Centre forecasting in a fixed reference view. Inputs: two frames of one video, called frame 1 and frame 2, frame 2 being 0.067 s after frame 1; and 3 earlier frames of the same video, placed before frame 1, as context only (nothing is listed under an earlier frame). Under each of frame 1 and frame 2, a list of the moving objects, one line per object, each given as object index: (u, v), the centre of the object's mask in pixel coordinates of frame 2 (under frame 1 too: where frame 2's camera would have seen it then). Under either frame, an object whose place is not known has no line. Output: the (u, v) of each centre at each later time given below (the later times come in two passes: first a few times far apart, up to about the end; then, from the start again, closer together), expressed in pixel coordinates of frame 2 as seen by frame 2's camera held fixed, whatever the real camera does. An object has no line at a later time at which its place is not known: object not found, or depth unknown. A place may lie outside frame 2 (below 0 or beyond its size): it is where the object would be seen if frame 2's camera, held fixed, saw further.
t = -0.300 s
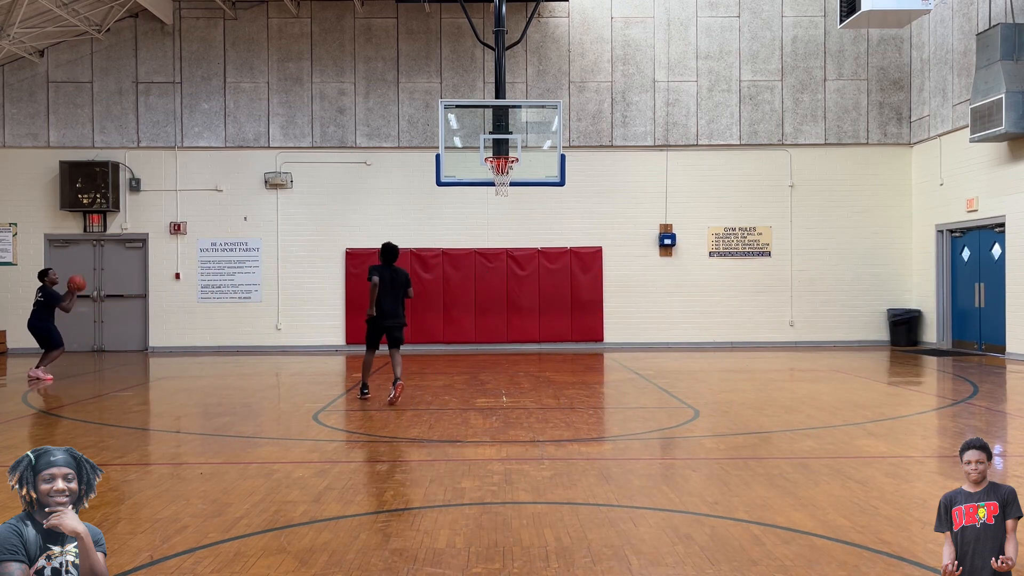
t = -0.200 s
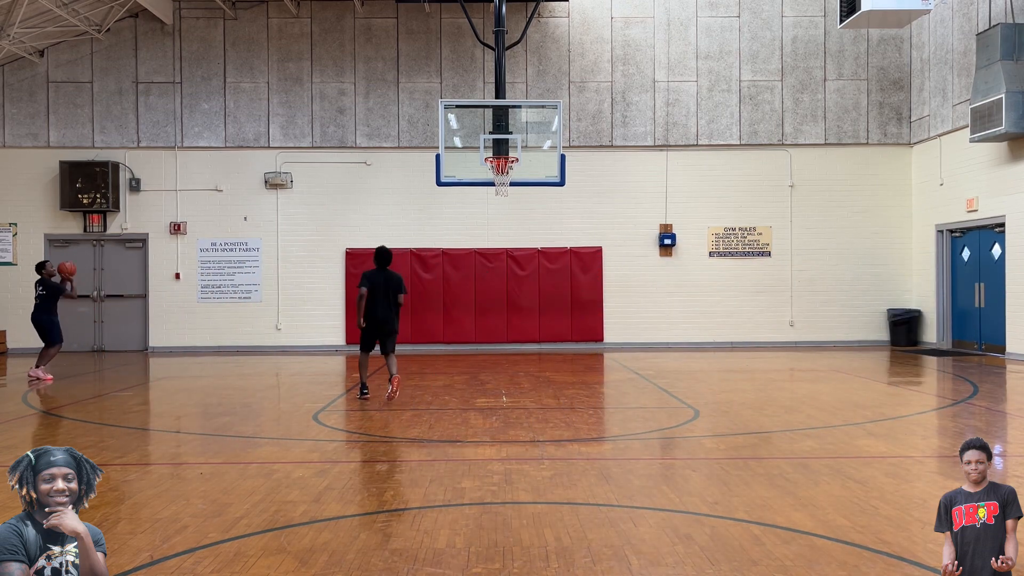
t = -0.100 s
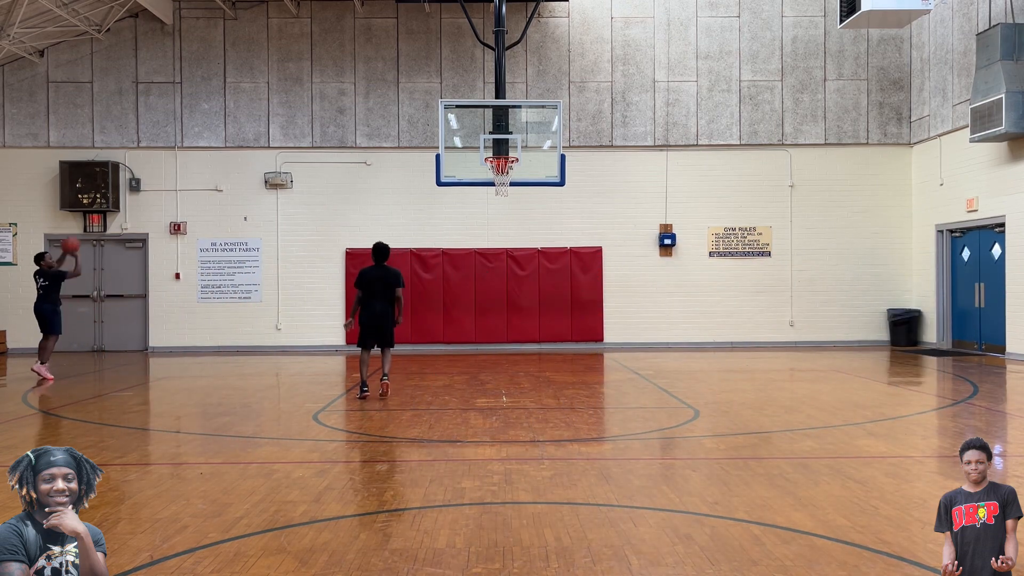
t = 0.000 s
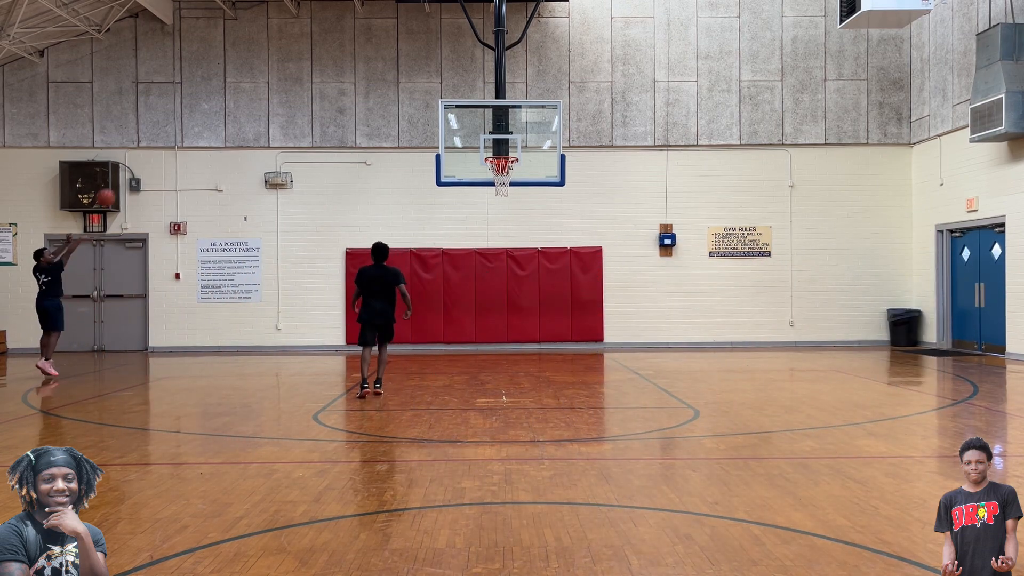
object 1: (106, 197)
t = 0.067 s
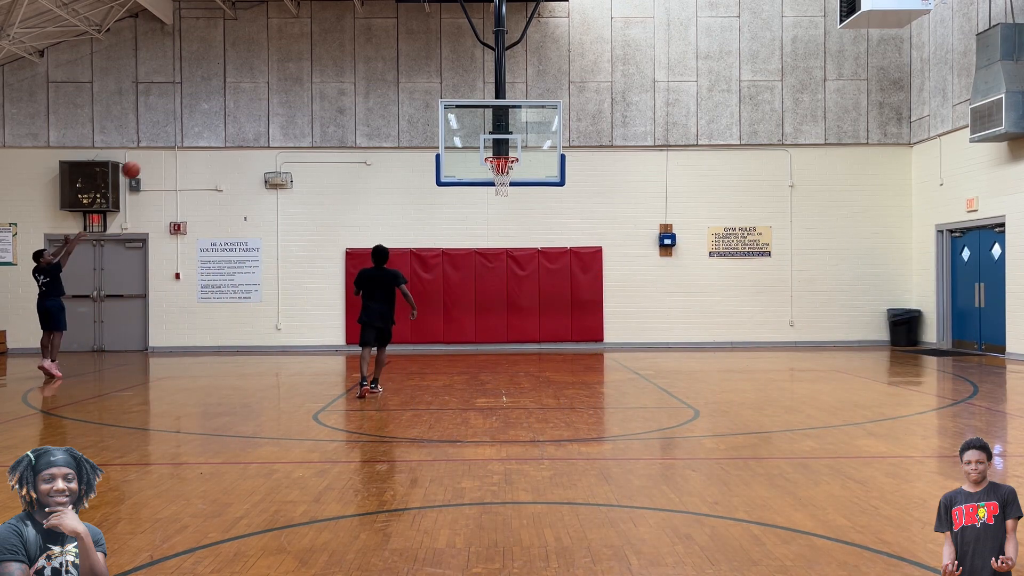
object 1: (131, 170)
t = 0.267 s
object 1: (204, 107)
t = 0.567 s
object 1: (308, 67)
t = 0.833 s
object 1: (396, 84)
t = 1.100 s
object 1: (479, 147)
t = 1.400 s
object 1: (479, 107)
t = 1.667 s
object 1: (471, 109)
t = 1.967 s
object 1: (463, 173)
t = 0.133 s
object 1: (155, 146)
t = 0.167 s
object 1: (167, 135)
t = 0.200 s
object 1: (180, 125)
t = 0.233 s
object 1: (192, 115)
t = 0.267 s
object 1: (204, 107)
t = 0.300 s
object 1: (216, 100)
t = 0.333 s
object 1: (228, 93)
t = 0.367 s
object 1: (240, 87)
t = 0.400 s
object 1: (252, 81)
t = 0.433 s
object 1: (263, 77)
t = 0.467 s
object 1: (274, 73)
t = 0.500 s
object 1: (286, 71)
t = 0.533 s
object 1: (297, 68)
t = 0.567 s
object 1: (308, 67)
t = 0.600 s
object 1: (320, 67)
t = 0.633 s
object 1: (331, 67)
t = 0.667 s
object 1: (342, 68)
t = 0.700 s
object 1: (353, 69)
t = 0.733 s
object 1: (364, 72)
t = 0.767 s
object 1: (375, 75)
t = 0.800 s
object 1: (385, 79)
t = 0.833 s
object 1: (396, 84)
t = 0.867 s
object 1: (407, 89)
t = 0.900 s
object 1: (417, 95)
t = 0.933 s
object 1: (428, 102)
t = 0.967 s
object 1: (438, 110)
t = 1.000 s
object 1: (448, 118)
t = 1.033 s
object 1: (459, 127)
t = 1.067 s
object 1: (469, 137)
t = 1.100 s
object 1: (479, 147)
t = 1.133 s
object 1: (486, 153)
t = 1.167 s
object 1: (486, 144)
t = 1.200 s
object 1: (485, 136)
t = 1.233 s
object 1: (484, 129)
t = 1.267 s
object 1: (483, 123)
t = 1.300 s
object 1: (482, 118)
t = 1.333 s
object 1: (481, 113)
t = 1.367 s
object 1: (480, 110)
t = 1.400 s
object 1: (479, 107)
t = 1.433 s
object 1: (478, 104)
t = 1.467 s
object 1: (477, 103)
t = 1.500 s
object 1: (476, 102)
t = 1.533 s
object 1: (476, 102)
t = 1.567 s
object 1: (475, 102)
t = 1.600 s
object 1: (473, 104)
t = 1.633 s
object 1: (473, 106)
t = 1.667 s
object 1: (471, 109)
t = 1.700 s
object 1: (471, 113)
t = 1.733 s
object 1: (469, 118)
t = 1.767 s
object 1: (469, 123)
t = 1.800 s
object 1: (468, 129)
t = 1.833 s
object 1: (467, 137)
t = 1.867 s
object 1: (465, 145)
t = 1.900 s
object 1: (465, 154)
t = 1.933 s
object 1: (464, 163)
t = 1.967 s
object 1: (463, 173)
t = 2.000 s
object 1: (462, 185)
